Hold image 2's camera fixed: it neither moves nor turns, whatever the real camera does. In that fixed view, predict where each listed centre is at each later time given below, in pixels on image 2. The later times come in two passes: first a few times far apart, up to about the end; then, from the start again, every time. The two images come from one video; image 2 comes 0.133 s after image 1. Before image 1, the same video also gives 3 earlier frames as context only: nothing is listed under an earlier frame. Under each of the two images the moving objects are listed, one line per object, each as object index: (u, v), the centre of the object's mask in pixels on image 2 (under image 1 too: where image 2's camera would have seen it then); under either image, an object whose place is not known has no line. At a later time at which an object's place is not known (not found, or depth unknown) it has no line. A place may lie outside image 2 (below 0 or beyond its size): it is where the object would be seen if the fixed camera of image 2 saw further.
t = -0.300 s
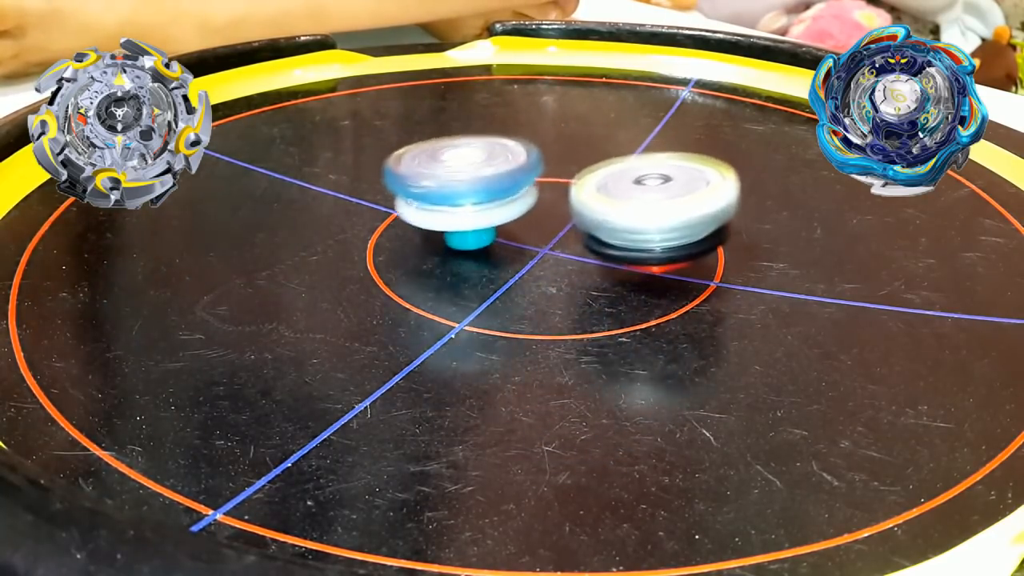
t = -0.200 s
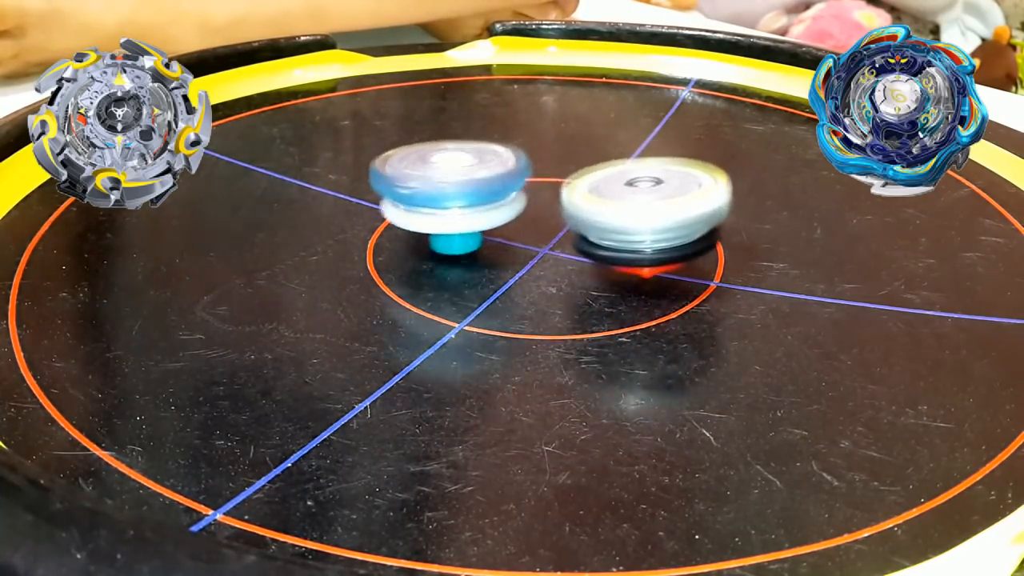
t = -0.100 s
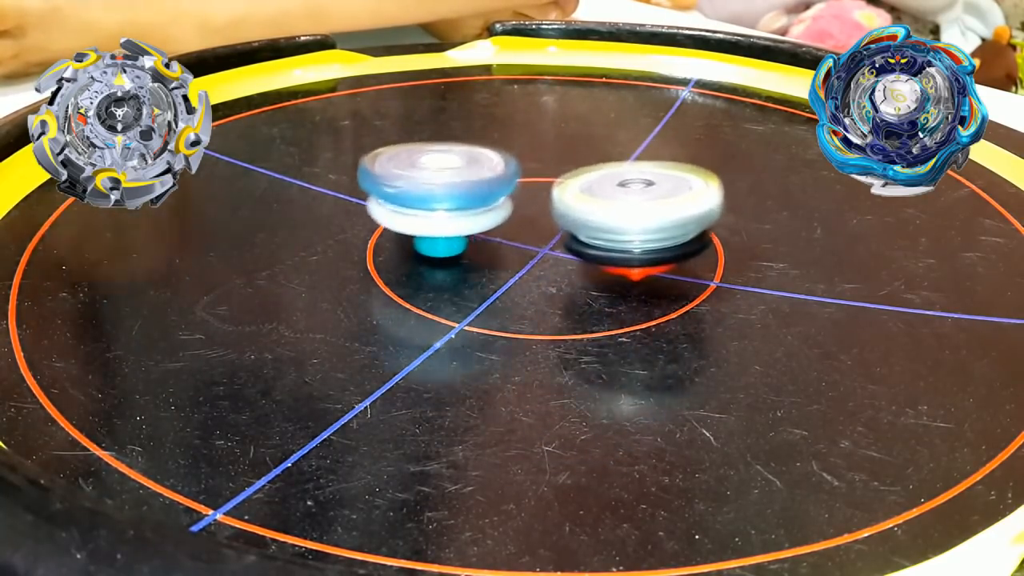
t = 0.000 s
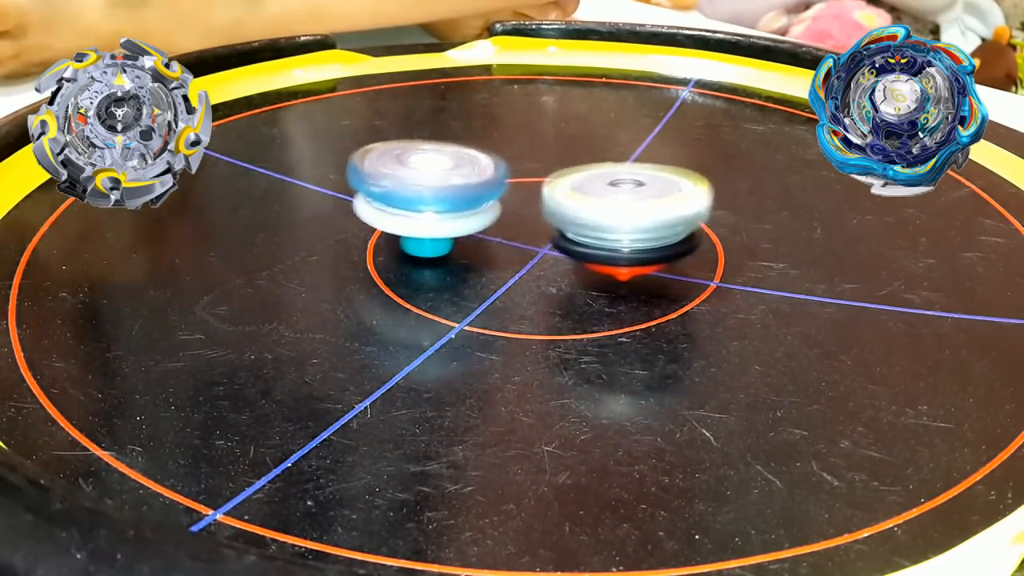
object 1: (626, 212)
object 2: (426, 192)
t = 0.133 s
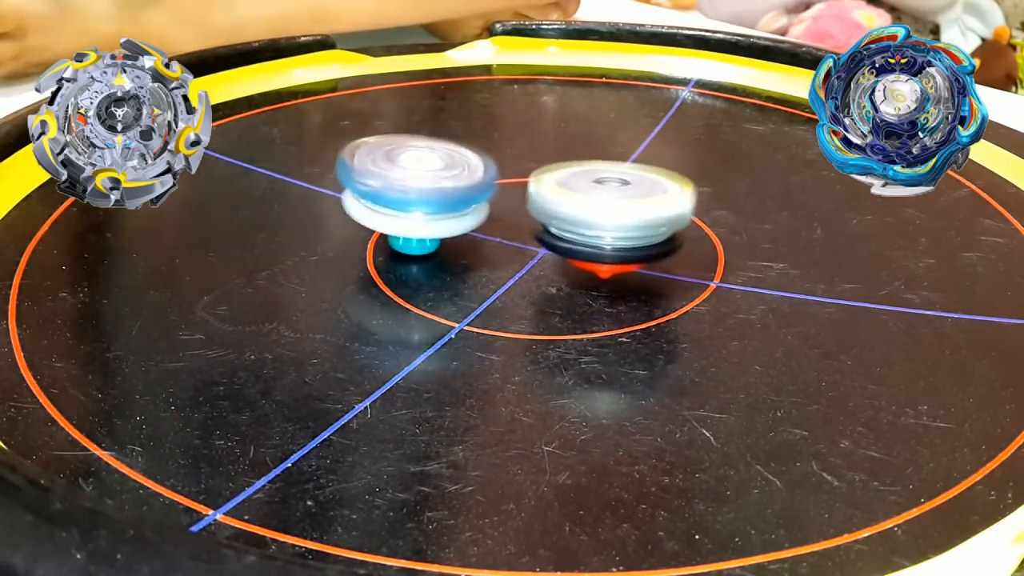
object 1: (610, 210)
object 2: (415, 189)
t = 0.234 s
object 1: (598, 207)
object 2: (412, 185)
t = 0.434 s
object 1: (589, 199)
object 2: (414, 177)
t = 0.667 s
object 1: (596, 189)
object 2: (426, 172)
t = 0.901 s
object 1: (616, 184)
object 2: (447, 175)
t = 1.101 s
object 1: (634, 185)
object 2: (456, 184)
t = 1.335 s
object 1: (642, 192)
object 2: (457, 197)
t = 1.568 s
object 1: (630, 198)
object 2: (447, 206)
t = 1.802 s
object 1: (618, 198)
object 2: (437, 207)
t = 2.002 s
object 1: (612, 192)
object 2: (428, 205)
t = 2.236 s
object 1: (611, 181)
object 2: (432, 198)
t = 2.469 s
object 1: (618, 174)
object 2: (456, 197)
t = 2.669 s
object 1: (629, 170)
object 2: (479, 203)
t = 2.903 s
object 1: (634, 171)
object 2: (496, 218)
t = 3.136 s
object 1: (637, 174)
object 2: (479, 228)
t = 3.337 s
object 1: (629, 174)
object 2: (444, 224)
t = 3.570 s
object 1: (614, 174)
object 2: (440, 205)
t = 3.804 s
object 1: (625, 169)
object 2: (446, 195)
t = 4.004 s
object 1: (632, 167)
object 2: (465, 197)
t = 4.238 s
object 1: (637, 168)
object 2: (484, 207)
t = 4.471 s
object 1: (629, 171)
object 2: (489, 219)
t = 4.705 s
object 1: (611, 171)
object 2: (480, 225)
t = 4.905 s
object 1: (596, 166)
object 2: (477, 221)
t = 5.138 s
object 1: (596, 158)
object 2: (483, 220)
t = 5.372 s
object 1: (604, 152)
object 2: (497, 222)
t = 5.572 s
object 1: (614, 152)
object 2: (515, 223)
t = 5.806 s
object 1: (614, 155)
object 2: (533, 227)
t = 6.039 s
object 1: (605, 159)
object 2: (509, 246)
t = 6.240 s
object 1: (593, 158)
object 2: (486, 240)
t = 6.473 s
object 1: (586, 152)
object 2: (495, 226)
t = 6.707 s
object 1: (581, 140)
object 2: (537, 224)
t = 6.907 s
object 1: (567, 142)
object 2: (567, 235)
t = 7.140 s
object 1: (559, 152)
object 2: (565, 247)
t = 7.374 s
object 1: (551, 149)
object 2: (546, 241)
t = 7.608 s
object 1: (534, 142)
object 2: (559, 228)
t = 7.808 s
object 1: (519, 147)
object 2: (589, 225)
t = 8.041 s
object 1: (516, 153)
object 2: (612, 231)
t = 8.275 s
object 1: (510, 155)
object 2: (602, 238)
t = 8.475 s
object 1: (498, 157)
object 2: (591, 230)
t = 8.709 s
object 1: (494, 157)
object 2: (598, 224)
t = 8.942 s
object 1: (495, 158)
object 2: (608, 230)
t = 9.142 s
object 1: (495, 158)
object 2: (598, 230)
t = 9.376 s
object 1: (492, 157)
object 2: (596, 225)
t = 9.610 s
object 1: (494, 155)
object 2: (591, 239)
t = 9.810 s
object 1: (494, 153)
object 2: (581, 234)
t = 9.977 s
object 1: (493, 151)
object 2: (581, 227)
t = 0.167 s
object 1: (606, 209)
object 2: (414, 187)
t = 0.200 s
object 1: (602, 208)
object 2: (412, 186)
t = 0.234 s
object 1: (598, 207)
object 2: (412, 185)
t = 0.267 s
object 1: (594, 205)
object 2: (413, 184)
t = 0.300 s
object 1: (590, 204)
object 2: (414, 183)
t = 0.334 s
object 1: (587, 202)
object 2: (415, 182)
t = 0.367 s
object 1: (585, 201)
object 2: (417, 181)
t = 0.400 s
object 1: (584, 199)
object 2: (419, 180)
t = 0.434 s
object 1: (589, 199)
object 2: (414, 177)
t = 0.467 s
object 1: (591, 198)
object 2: (414, 177)
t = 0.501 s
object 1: (589, 196)
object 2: (415, 175)
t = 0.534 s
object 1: (588, 195)
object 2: (415, 175)
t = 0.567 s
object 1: (591, 193)
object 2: (418, 173)
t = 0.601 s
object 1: (593, 192)
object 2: (420, 173)
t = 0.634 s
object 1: (594, 191)
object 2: (423, 172)
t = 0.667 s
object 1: (596, 189)
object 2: (426, 172)
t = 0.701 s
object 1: (598, 188)
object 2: (430, 172)
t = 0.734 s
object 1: (600, 187)
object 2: (433, 172)
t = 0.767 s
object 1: (602, 186)
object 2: (437, 173)
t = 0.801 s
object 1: (604, 185)
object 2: (441, 173)
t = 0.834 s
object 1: (607, 184)
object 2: (445, 174)
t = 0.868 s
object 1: (612, 184)
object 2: (445, 174)
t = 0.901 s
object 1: (616, 184)
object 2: (447, 175)
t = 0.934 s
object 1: (620, 184)
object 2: (449, 177)
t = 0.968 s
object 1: (623, 184)
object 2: (450, 178)
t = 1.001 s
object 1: (626, 184)
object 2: (452, 179)
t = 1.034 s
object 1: (629, 184)
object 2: (454, 181)
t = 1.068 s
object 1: (632, 184)
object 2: (455, 182)
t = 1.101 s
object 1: (634, 185)
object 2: (456, 184)
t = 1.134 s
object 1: (636, 185)
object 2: (457, 186)
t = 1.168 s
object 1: (638, 186)
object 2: (458, 188)
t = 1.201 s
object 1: (640, 187)
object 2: (458, 190)
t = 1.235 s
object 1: (641, 188)
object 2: (458, 192)
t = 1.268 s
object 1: (642, 189)
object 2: (458, 194)
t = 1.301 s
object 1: (643, 190)
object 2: (458, 195)
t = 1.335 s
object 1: (642, 192)
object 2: (457, 197)
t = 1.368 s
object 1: (642, 193)
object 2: (455, 199)
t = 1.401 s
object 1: (641, 194)
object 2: (455, 200)
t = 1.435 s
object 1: (640, 195)
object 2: (454, 202)
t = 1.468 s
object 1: (638, 195)
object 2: (452, 203)
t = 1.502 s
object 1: (636, 196)
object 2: (451, 204)
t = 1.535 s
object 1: (633, 197)
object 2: (450, 205)
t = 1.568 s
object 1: (630, 198)
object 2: (447, 206)
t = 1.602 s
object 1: (627, 198)
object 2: (445, 207)
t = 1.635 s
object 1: (624, 198)
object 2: (444, 207)
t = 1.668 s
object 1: (624, 198)
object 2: (442, 207)
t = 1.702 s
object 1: (625, 199)
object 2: (441, 208)
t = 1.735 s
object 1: (625, 199)
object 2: (439, 208)
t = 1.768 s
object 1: (621, 199)
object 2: (438, 208)
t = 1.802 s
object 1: (618, 198)
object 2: (437, 207)
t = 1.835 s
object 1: (614, 197)
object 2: (437, 207)
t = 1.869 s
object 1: (610, 197)
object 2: (437, 207)
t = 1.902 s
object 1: (607, 196)
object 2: (437, 206)
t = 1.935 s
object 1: (611, 194)
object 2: (432, 206)
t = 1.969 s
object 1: (613, 193)
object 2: (429, 206)
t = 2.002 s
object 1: (612, 192)
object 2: (428, 205)
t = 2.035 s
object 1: (612, 190)
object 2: (426, 204)
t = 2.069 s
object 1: (611, 189)
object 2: (426, 203)
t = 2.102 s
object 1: (610, 187)
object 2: (427, 202)
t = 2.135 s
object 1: (610, 186)
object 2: (426, 201)
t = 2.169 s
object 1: (610, 184)
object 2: (428, 200)
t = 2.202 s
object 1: (610, 183)
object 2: (431, 199)
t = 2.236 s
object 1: (611, 181)
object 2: (432, 198)
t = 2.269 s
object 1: (611, 180)
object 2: (435, 197)
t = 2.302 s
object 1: (612, 179)
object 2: (439, 197)
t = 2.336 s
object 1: (613, 178)
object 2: (441, 196)
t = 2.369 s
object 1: (614, 176)
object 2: (444, 196)
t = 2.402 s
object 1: (615, 175)
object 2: (448, 197)
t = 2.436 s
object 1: (616, 174)
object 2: (453, 196)
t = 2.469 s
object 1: (618, 174)
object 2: (456, 197)
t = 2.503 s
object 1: (619, 173)
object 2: (460, 198)
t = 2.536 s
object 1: (621, 172)
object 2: (465, 198)
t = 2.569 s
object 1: (623, 172)
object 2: (468, 199)
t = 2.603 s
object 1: (625, 171)
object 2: (472, 201)
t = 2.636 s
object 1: (627, 171)
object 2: (477, 202)
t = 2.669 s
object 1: (629, 170)
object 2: (479, 203)
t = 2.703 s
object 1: (630, 170)
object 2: (483, 206)
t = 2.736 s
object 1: (631, 170)
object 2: (487, 208)
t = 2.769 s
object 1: (632, 170)
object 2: (489, 209)
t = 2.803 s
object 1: (633, 170)
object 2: (491, 212)
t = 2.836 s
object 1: (634, 170)
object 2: (493, 214)
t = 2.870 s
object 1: (634, 171)
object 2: (495, 216)
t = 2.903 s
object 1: (634, 171)
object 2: (496, 218)
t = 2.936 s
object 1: (634, 171)
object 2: (497, 220)
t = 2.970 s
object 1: (634, 172)
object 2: (496, 222)
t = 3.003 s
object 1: (633, 173)
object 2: (496, 222)
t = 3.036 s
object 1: (633, 173)
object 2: (497, 222)
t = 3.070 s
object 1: (632, 173)
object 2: (496, 222)
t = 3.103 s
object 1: (636, 173)
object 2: (486, 226)
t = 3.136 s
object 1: (637, 174)
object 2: (479, 228)
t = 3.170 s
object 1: (636, 174)
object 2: (473, 229)
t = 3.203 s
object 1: (635, 174)
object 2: (467, 229)
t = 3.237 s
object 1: (634, 174)
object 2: (460, 229)
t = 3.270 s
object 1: (633, 174)
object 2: (455, 228)
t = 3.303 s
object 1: (631, 175)
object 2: (449, 226)
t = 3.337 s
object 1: (629, 174)
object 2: (444, 224)
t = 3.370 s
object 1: (627, 175)
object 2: (441, 222)
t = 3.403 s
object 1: (625, 175)
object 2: (438, 219)
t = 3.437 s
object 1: (623, 175)
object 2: (436, 216)
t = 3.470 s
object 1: (621, 175)
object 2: (436, 214)
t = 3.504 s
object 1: (618, 175)
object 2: (436, 211)
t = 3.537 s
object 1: (616, 174)
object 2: (438, 208)
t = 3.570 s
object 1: (614, 174)
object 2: (440, 205)
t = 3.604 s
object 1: (611, 174)
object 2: (444, 203)
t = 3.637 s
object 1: (608, 174)
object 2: (450, 201)
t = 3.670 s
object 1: (606, 173)
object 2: (453, 199)
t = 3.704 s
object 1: (609, 172)
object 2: (453, 198)
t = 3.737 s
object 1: (621, 171)
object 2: (443, 197)
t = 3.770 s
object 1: (625, 170)
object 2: (441, 195)
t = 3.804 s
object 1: (625, 169)
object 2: (446, 195)
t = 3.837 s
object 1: (626, 169)
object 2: (449, 195)
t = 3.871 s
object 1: (627, 168)
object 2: (450, 195)
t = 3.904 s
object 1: (629, 167)
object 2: (455, 195)
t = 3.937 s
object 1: (630, 167)
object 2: (458, 195)
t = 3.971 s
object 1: (631, 167)
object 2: (461, 196)
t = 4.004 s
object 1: (632, 167)
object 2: (465, 197)
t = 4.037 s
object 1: (634, 166)
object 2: (468, 197)
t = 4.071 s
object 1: (635, 166)
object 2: (471, 199)
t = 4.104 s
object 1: (635, 167)
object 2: (475, 200)
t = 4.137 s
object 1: (636, 167)
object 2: (477, 202)
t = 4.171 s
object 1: (636, 167)
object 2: (480, 204)
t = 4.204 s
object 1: (637, 168)
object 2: (482, 205)
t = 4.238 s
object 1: (637, 168)
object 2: (484, 207)
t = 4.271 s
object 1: (637, 169)
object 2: (487, 209)
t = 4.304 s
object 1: (636, 169)
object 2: (487, 210)
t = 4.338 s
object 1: (636, 170)
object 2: (488, 213)
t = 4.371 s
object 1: (634, 170)
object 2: (490, 215)
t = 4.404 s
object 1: (633, 171)
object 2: (489, 216)
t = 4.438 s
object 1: (631, 171)
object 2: (489, 218)
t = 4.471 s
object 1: (629, 171)
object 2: (489, 219)
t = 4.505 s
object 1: (627, 172)
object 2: (487, 221)
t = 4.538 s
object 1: (625, 172)
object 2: (487, 222)
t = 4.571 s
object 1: (622, 172)
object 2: (486, 222)
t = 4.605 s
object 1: (619, 172)
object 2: (484, 224)
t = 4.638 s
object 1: (617, 171)
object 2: (483, 224)
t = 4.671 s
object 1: (614, 171)
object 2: (480, 224)
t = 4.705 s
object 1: (611, 171)
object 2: (480, 225)
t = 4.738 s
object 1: (609, 170)
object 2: (479, 224)
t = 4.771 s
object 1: (605, 170)
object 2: (476, 224)
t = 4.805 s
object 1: (603, 169)
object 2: (476, 224)
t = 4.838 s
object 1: (600, 168)
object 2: (475, 223)
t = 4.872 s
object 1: (598, 167)
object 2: (476, 222)
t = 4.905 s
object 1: (596, 166)
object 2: (477, 221)
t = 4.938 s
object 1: (594, 165)
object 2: (477, 220)
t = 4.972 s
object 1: (593, 164)
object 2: (480, 220)
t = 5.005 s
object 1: (591, 162)
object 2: (481, 219)
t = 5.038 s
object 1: (590, 161)
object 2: (484, 218)
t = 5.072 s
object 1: (590, 160)
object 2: (486, 218)
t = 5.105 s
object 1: (595, 159)
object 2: (482, 219)
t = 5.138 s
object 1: (596, 158)
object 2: (483, 220)
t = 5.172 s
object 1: (596, 156)
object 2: (485, 220)
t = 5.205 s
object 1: (597, 155)
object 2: (486, 221)
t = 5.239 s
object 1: (598, 154)
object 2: (488, 221)
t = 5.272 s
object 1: (599, 153)
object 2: (489, 221)
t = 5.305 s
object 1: (601, 153)
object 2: (493, 222)
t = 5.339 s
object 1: (602, 152)
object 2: (494, 222)
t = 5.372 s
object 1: (604, 152)
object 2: (497, 222)
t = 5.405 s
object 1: (605, 151)
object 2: (501, 223)
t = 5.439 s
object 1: (607, 151)
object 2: (501, 223)
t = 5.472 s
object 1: (609, 151)
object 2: (503, 222)
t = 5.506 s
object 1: (610, 151)
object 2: (508, 221)
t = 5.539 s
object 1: (612, 151)
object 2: (511, 221)
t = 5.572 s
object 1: (614, 152)
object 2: (515, 223)
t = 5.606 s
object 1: (615, 152)
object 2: (515, 223)
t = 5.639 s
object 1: (615, 153)
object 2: (518, 224)
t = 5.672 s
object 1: (616, 153)
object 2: (522, 224)
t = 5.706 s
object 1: (616, 154)
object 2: (524, 225)
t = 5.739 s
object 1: (616, 154)
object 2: (527, 226)
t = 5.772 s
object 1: (615, 155)
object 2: (529, 226)
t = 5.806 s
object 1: (614, 155)
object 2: (533, 227)
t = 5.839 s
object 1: (612, 156)
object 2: (535, 227)
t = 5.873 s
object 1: (612, 156)
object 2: (530, 232)
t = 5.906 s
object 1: (613, 156)
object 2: (524, 239)
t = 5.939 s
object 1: (613, 157)
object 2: (516, 242)
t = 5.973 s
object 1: (609, 158)
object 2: (516, 244)
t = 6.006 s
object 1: (606, 158)
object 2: (514, 244)
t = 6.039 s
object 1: (605, 159)
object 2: (509, 246)
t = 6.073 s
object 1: (602, 159)
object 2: (504, 246)
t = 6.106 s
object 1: (600, 159)
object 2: (500, 246)
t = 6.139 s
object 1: (598, 159)
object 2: (497, 246)
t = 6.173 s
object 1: (595, 159)
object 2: (492, 244)
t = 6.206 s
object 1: (594, 159)
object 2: (489, 243)
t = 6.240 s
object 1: (593, 158)
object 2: (486, 240)
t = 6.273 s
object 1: (591, 158)
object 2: (483, 238)
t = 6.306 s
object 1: (589, 157)
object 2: (485, 236)
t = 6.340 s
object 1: (588, 156)
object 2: (484, 233)
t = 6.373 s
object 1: (588, 155)
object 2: (485, 231)
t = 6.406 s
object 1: (587, 155)
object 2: (487, 229)
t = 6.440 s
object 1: (586, 154)
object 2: (492, 228)
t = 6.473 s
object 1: (586, 152)
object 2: (495, 226)
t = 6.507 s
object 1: (587, 151)
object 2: (499, 224)
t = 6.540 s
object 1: (586, 149)
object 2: (507, 224)
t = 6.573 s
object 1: (586, 147)
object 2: (512, 224)
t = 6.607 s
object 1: (586, 146)
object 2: (518, 224)
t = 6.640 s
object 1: (584, 143)
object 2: (524, 224)
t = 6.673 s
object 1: (584, 142)
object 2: (531, 225)
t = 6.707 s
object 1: (581, 140)
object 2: (537, 224)
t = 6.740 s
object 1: (578, 139)
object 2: (544, 226)
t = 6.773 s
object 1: (576, 139)
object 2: (551, 227)
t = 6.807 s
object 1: (573, 139)
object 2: (555, 229)
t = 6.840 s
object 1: (570, 140)
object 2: (560, 231)
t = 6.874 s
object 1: (570, 141)
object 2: (563, 233)
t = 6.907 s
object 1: (567, 142)
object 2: (567, 235)
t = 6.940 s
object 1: (567, 143)
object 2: (568, 237)
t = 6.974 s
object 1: (565, 146)
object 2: (570, 240)
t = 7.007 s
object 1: (562, 147)
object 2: (572, 241)
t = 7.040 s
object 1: (562, 149)
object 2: (570, 243)
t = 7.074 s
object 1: (561, 150)
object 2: (569, 245)
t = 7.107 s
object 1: (559, 151)
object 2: (567, 246)
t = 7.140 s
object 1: (559, 152)
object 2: (565, 247)
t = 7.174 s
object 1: (558, 152)
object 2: (561, 247)
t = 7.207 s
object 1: (557, 152)
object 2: (558, 248)
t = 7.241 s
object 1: (556, 152)
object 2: (555, 247)
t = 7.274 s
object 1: (555, 152)
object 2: (551, 246)
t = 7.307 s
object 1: (554, 151)
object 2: (549, 245)
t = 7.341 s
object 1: (553, 150)
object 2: (546, 243)
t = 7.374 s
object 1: (551, 149)
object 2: (546, 241)
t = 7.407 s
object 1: (550, 148)
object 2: (545, 239)
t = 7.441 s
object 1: (549, 147)
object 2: (546, 237)
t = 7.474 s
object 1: (546, 146)
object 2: (546, 235)
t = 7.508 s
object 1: (543, 145)
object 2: (549, 234)
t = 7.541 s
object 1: (541, 144)
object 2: (551, 232)
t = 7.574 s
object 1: (538, 142)
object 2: (554, 230)
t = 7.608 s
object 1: (534, 142)
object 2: (559, 228)
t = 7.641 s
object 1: (531, 141)
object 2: (563, 228)
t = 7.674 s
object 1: (527, 143)
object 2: (569, 227)
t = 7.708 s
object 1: (524, 143)
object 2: (573, 226)
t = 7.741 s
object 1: (522, 144)
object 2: (579, 226)
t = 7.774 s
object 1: (520, 145)
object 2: (583, 225)
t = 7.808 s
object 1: (519, 147)
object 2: (589, 225)
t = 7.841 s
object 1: (517, 149)
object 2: (595, 224)
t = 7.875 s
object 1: (516, 150)
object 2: (598, 225)
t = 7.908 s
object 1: (516, 151)
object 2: (603, 225)
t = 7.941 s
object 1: (516, 151)
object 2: (604, 227)
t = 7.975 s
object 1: (516, 152)
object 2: (609, 227)
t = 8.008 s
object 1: (515, 153)
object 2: (609, 229)
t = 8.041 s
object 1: (516, 153)
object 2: (612, 231)
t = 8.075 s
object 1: (515, 154)
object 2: (611, 233)
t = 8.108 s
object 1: (513, 155)
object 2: (612, 235)
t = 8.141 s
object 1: (513, 155)
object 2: (610, 236)
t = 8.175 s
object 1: (512, 155)
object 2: (609, 237)
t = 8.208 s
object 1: (511, 155)
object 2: (607, 238)
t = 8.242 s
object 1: (510, 155)
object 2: (604, 238)
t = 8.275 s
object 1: (510, 155)
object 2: (602, 238)
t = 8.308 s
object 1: (508, 155)
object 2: (598, 237)
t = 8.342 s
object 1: (506, 155)
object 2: (596, 236)
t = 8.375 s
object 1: (504, 155)
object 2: (594, 235)
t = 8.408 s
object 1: (503, 155)
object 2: (593, 234)
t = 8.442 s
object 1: (500, 155)
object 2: (590, 232)
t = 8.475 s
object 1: (498, 157)
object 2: (591, 230)
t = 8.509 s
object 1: (497, 157)
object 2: (590, 228)
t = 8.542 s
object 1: (495, 157)
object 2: (591, 226)
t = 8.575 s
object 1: (493, 157)
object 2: (593, 223)
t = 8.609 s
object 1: (493, 156)
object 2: (592, 223)
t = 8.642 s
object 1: (494, 157)
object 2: (594, 222)
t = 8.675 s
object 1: (494, 157)
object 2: (598, 224)
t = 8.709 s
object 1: (494, 157)
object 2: (598, 224)
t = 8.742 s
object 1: (493, 157)
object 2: (600, 224)
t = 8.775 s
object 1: (494, 158)
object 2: (605, 224)
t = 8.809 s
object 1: (494, 158)
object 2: (607, 226)
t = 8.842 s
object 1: (494, 158)
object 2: (606, 227)
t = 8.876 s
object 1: (494, 158)
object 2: (606, 228)
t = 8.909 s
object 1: (495, 158)
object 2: (609, 229)
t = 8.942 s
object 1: (495, 158)
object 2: (608, 230)
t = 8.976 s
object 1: (495, 158)
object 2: (607, 231)
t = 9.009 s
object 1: (496, 158)
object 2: (604, 231)
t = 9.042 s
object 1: (496, 157)
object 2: (604, 232)
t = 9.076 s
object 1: (495, 157)
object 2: (603, 231)
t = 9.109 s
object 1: (495, 158)
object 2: (601, 231)
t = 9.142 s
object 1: (495, 158)
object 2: (598, 230)
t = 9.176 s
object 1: (495, 158)
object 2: (599, 229)
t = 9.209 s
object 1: (494, 159)
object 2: (599, 228)
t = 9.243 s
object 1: (494, 160)
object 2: (598, 226)
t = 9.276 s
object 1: (492, 159)
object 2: (597, 225)
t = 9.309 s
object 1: (492, 158)
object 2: (599, 224)
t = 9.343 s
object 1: (493, 158)
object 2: (595, 224)
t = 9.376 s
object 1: (492, 157)
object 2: (596, 225)
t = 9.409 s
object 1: (492, 155)
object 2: (594, 229)
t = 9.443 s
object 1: (495, 156)
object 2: (595, 231)
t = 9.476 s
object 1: (495, 156)
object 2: (598, 233)
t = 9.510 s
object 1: (493, 156)
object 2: (600, 235)
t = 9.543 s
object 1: (495, 155)
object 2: (598, 237)
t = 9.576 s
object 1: (495, 155)
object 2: (594, 238)
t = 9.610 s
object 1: (494, 155)
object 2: (591, 239)
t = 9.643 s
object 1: (495, 154)
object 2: (590, 240)
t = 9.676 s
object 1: (495, 153)
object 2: (589, 239)
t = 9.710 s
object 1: (494, 152)
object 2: (585, 238)
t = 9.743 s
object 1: (495, 152)
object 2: (580, 237)
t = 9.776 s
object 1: (495, 151)
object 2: (579, 235)
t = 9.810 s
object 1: (494, 153)
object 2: (581, 234)
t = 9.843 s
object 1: (494, 153)
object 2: (580, 232)
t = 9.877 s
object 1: (493, 153)
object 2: (578, 229)
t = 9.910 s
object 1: (492, 154)
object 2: (579, 226)
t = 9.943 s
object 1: (491, 152)
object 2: (583, 227)
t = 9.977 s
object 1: (493, 151)
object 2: (581, 227)
